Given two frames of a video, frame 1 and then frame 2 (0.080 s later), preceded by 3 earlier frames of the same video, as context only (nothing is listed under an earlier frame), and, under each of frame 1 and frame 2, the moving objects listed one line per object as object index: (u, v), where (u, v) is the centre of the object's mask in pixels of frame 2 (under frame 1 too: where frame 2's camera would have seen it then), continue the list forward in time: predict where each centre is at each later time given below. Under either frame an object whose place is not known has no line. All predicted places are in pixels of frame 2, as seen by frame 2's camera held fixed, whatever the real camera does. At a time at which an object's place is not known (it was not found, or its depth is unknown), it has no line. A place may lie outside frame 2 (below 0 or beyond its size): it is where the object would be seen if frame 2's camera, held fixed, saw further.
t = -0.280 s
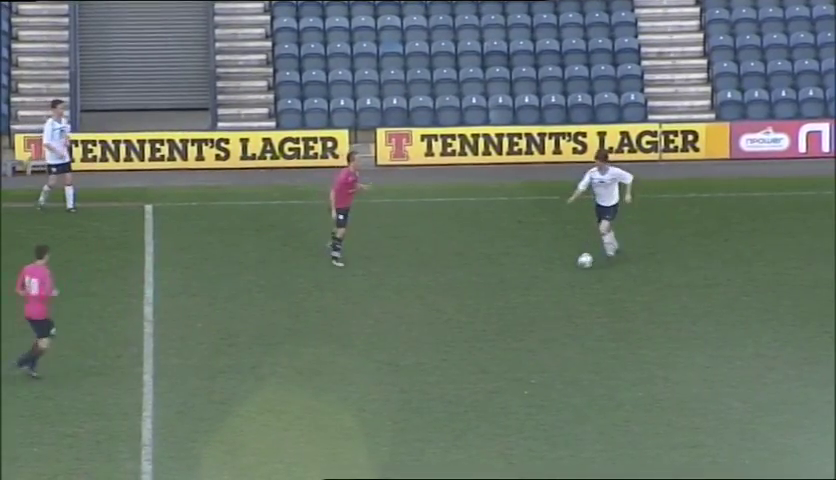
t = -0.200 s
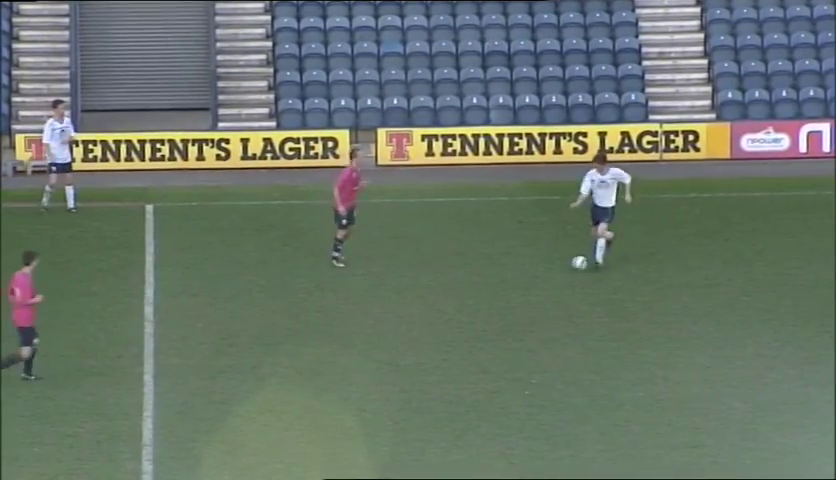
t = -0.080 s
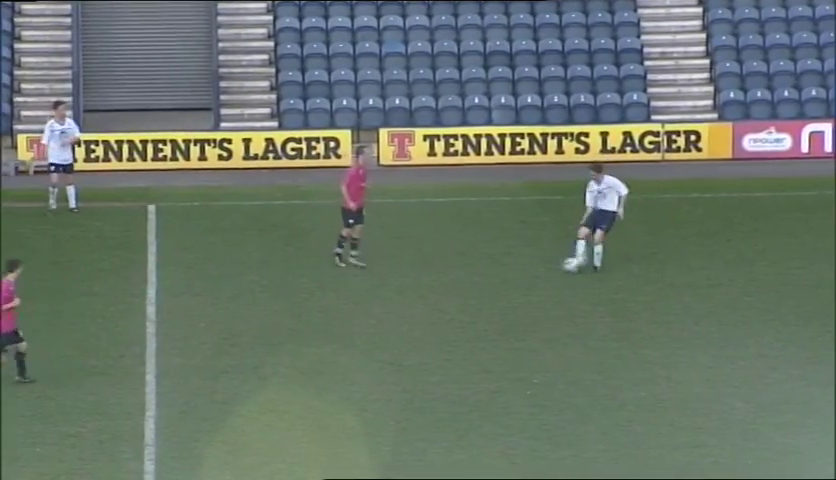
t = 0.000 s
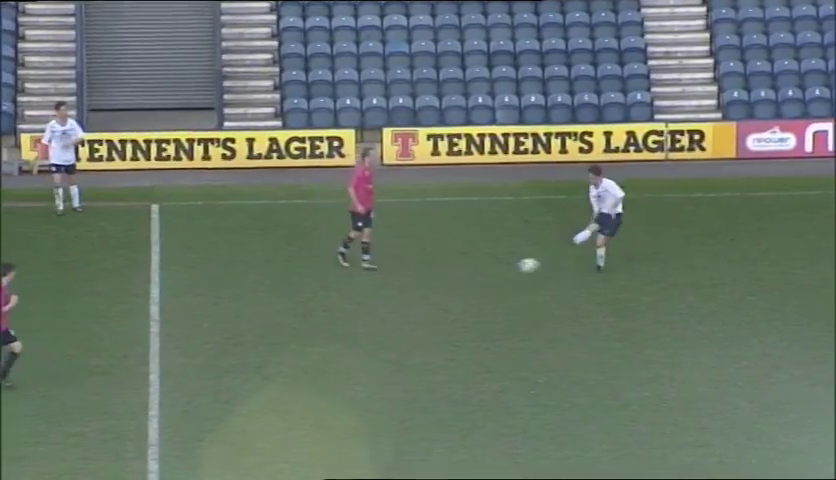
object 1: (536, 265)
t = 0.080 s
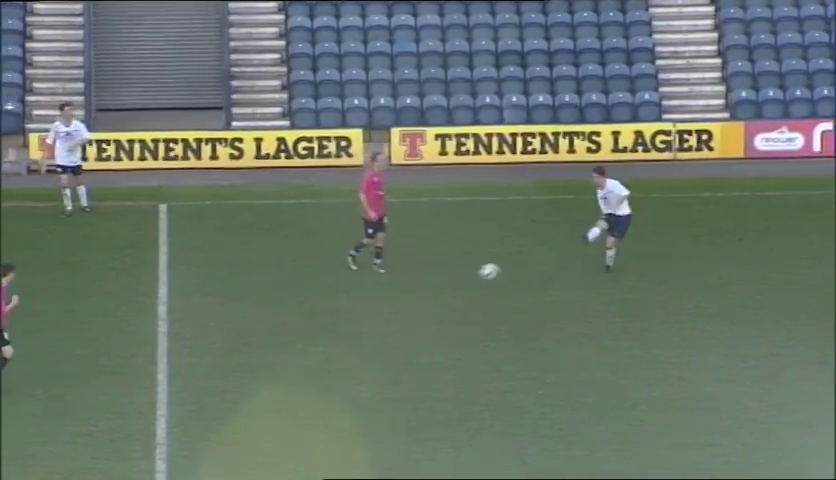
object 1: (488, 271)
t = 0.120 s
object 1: (466, 277)
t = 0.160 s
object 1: (445, 283)
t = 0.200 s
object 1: (422, 292)
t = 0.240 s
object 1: (400, 302)
